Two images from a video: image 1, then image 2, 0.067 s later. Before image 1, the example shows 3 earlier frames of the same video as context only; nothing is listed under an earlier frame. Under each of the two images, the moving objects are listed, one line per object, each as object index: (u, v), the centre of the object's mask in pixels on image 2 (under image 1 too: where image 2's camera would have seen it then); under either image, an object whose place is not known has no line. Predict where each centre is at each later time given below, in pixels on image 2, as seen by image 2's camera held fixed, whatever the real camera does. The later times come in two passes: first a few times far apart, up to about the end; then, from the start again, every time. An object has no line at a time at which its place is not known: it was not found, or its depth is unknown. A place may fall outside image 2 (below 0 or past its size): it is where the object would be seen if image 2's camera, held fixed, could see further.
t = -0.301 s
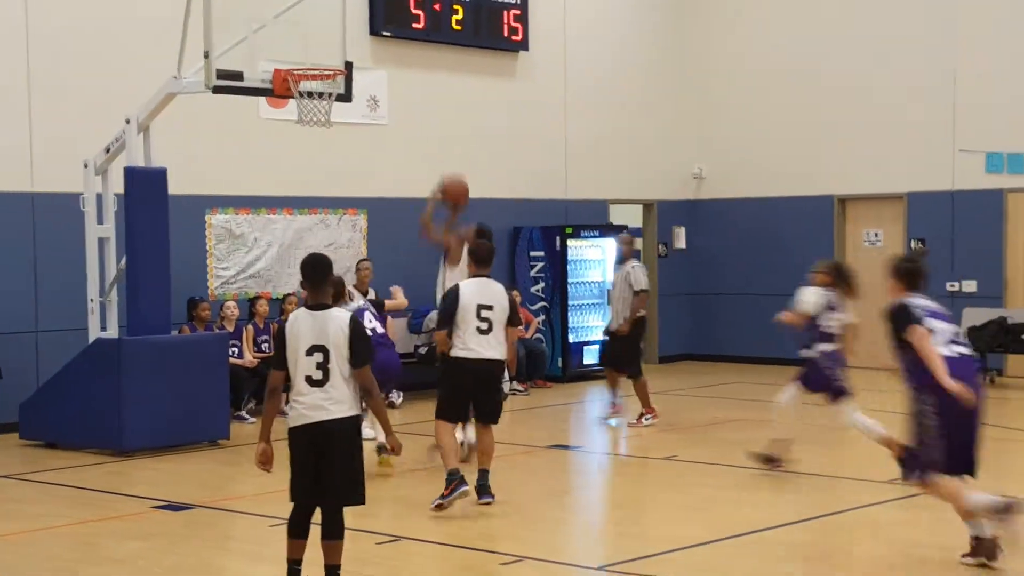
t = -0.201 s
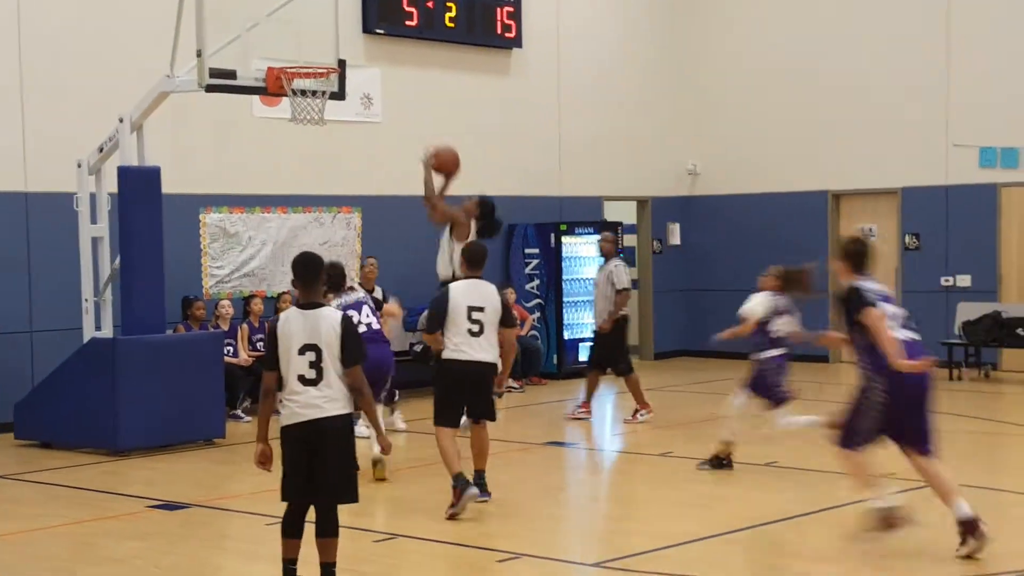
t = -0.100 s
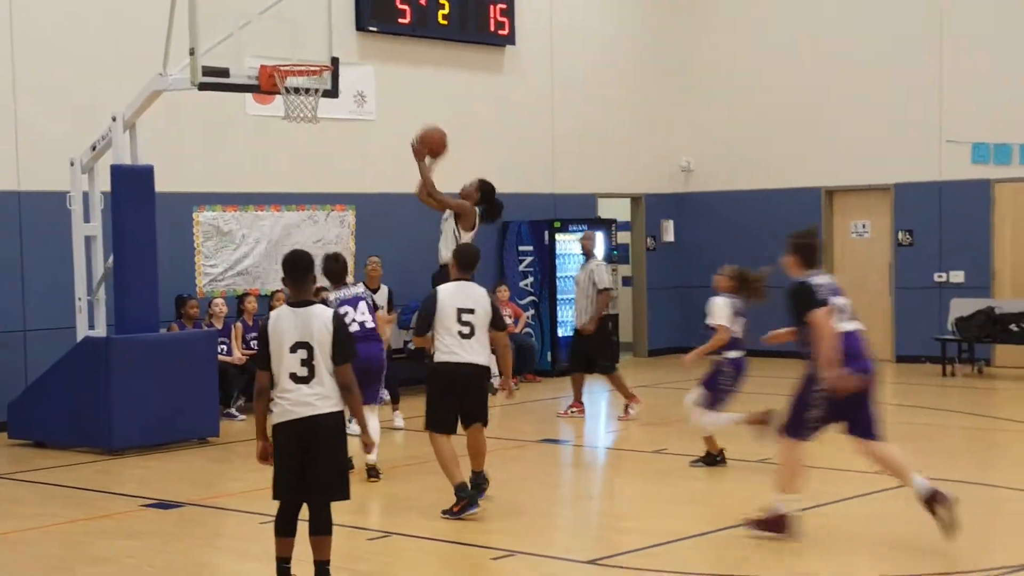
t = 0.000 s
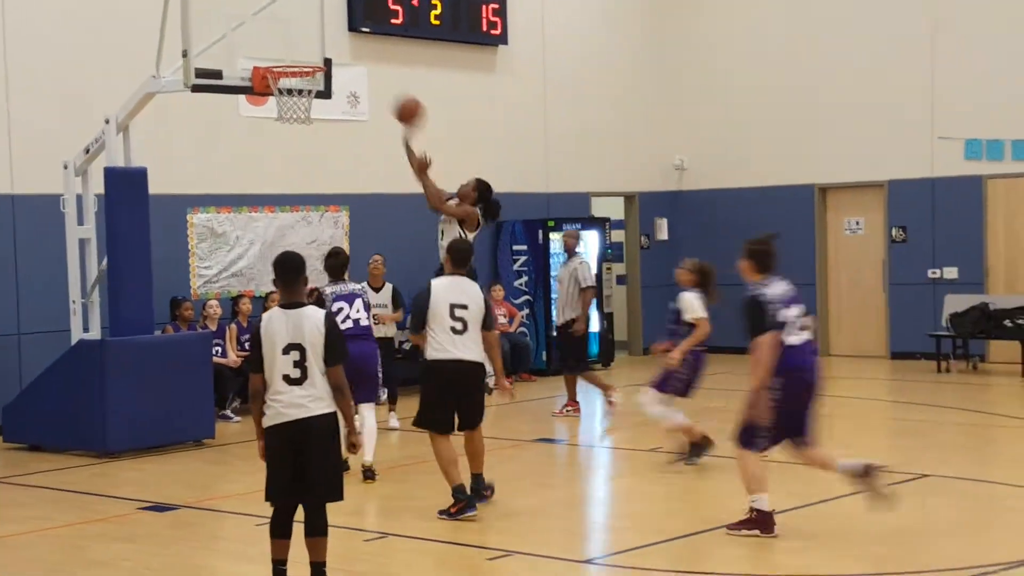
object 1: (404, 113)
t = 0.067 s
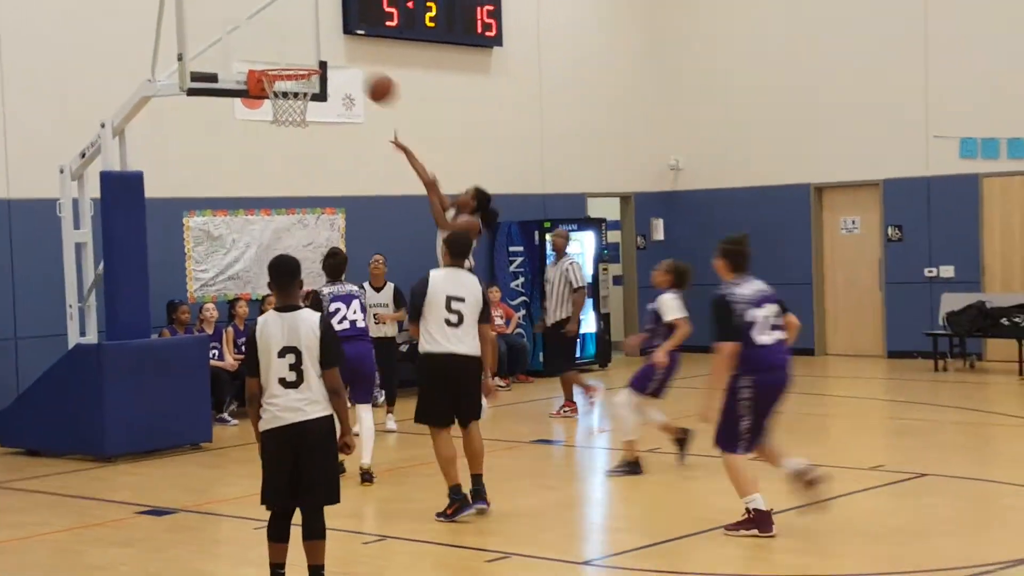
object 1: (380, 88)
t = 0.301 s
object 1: (300, 46)
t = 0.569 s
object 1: (290, 85)
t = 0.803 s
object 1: (301, 129)
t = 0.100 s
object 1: (370, 78)
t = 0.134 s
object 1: (358, 69)
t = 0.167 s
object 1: (346, 62)
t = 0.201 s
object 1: (334, 56)
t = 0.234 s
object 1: (322, 52)
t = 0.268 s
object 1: (312, 48)
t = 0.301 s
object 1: (300, 46)
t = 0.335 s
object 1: (291, 46)
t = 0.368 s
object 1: (290, 47)
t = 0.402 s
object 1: (290, 49)
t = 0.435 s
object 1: (290, 53)
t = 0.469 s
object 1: (289, 56)
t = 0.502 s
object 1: (289, 60)
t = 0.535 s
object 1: (290, 74)
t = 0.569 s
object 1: (290, 85)
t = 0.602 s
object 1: (291, 96)
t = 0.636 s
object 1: (291, 101)
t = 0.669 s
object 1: (294, 104)
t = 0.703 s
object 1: (295, 108)
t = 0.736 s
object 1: (298, 115)
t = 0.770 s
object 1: (299, 121)
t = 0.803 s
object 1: (301, 129)
